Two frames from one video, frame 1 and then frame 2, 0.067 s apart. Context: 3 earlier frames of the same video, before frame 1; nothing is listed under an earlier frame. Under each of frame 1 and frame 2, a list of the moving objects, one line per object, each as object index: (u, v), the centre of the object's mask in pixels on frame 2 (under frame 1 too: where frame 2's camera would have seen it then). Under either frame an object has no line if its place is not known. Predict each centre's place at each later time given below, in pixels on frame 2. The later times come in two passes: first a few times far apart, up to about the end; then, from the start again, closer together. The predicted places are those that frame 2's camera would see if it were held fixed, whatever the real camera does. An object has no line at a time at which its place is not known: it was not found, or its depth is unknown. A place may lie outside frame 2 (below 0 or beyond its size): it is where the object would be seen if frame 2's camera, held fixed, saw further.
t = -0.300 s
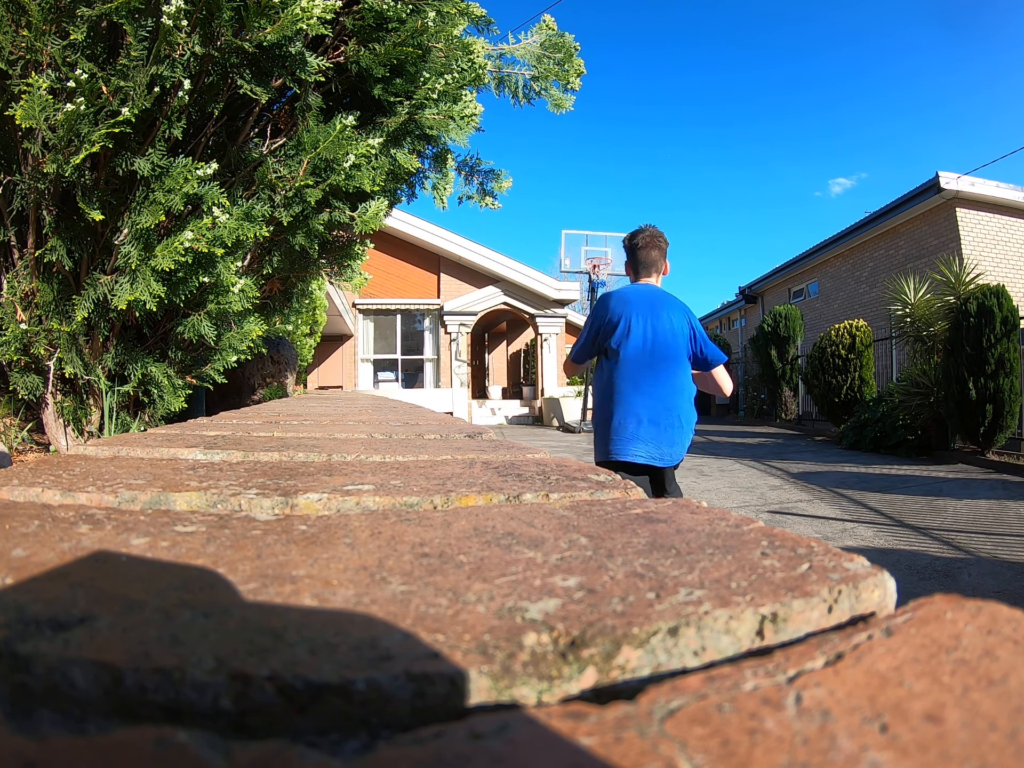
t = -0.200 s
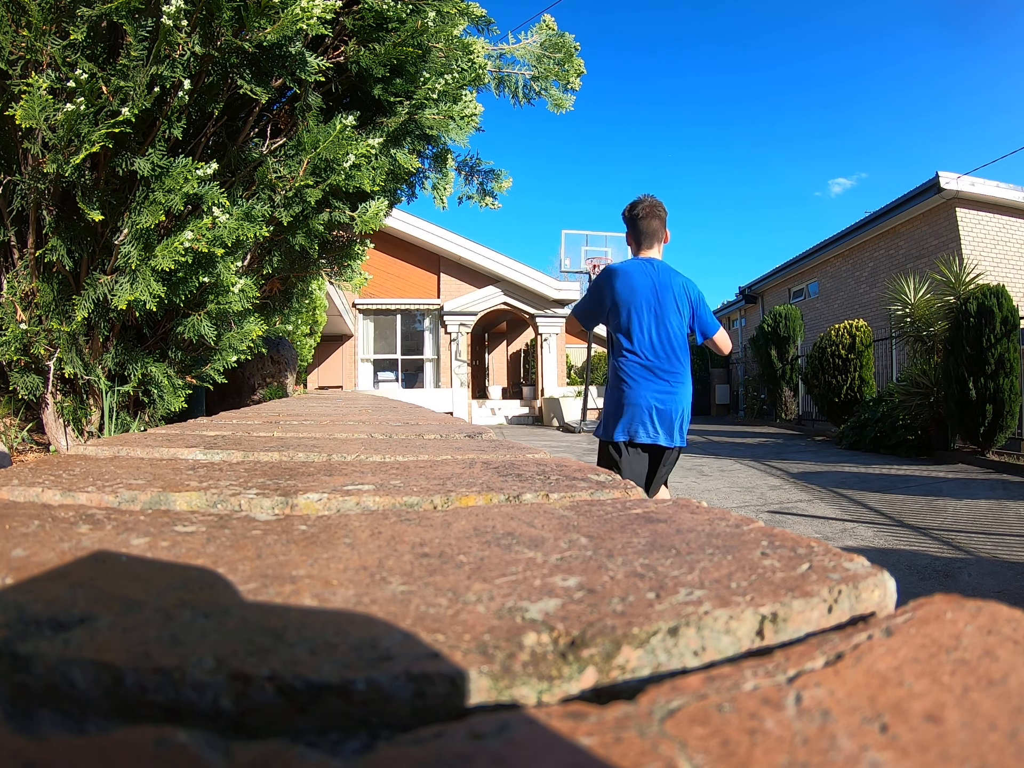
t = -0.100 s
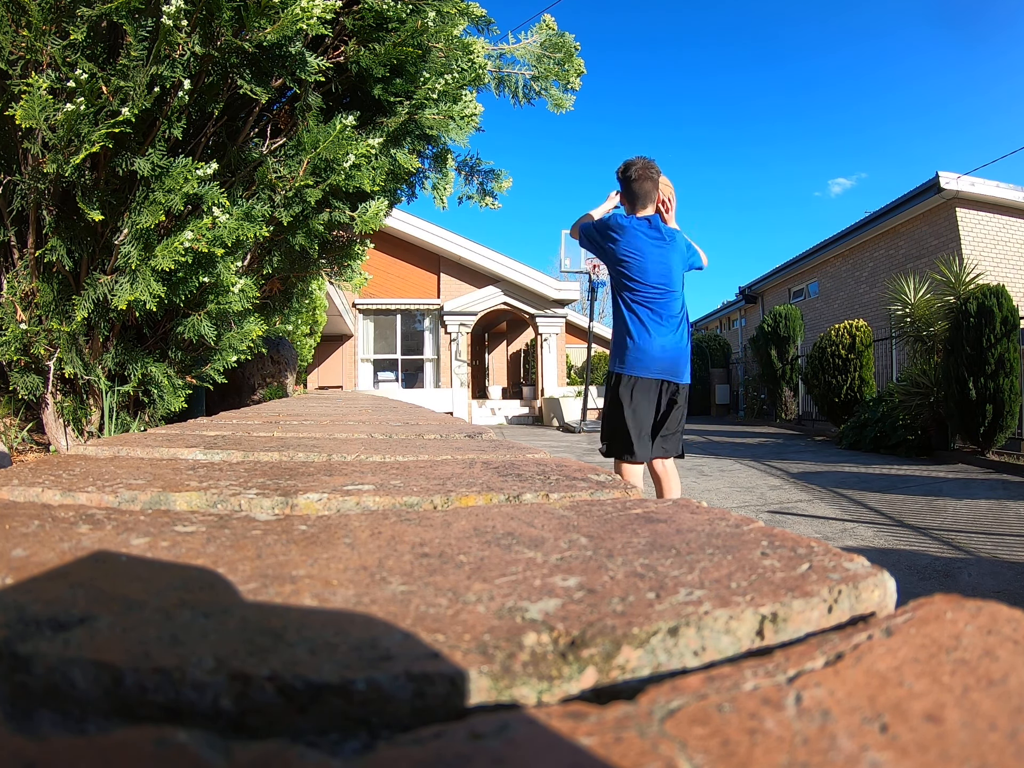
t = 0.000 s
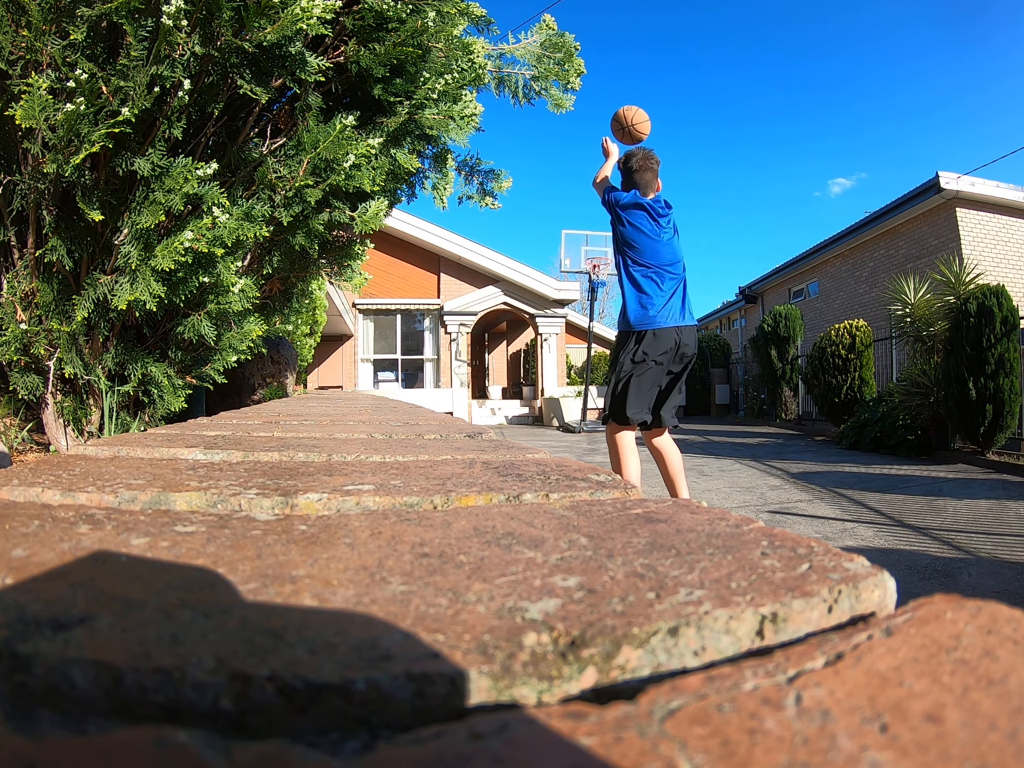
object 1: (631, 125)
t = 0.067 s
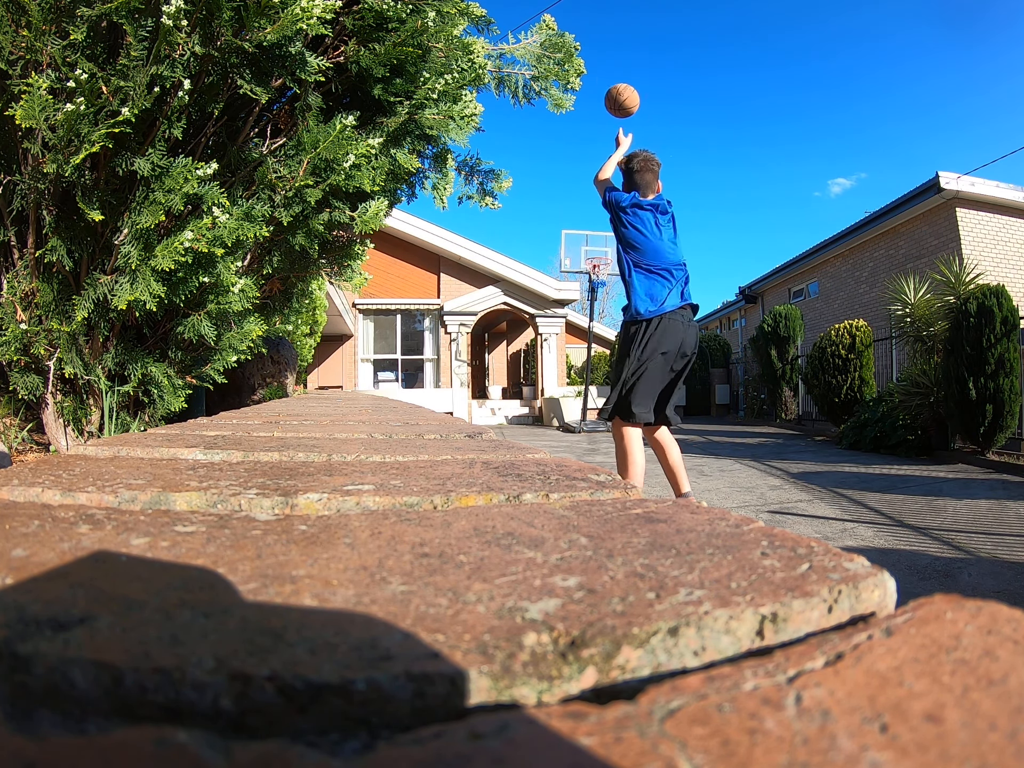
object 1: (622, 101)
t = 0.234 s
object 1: (609, 78)
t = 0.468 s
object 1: (602, 91)
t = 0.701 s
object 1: (600, 130)
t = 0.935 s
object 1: (600, 189)
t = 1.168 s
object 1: (602, 263)
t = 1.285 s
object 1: (600, 275)
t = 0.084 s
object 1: (620, 96)
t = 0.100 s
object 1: (619, 93)
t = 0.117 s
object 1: (617, 89)
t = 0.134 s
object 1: (616, 87)
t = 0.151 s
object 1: (614, 84)
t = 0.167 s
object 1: (613, 82)
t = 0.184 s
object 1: (612, 81)
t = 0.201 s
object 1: (611, 80)
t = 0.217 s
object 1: (610, 79)
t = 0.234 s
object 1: (609, 78)
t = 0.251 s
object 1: (608, 78)
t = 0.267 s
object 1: (608, 77)
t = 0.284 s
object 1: (607, 78)
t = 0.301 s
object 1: (606, 78)
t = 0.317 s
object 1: (606, 78)
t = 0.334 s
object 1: (605, 79)
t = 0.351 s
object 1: (604, 80)
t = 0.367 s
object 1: (604, 81)
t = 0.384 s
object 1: (604, 82)
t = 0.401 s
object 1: (603, 84)
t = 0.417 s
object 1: (603, 85)
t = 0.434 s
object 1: (603, 87)
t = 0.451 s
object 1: (602, 89)
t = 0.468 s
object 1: (602, 91)
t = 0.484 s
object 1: (602, 93)
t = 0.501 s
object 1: (601, 95)
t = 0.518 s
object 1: (601, 97)
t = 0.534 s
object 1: (601, 100)
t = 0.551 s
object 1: (601, 102)
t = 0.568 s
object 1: (600, 105)
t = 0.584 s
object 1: (600, 108)
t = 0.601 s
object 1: (600, 111)
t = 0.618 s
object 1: (600, 114)
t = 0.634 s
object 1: (600, 117)
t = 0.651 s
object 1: (600, 120)
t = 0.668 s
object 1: (600, 123)
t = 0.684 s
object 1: (600, 127)
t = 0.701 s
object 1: (600, 130)
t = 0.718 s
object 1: (600, 134)
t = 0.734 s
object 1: (600, 138)
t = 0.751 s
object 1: (600, 141)
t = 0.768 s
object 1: (600, 145)
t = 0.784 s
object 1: (600, 149)
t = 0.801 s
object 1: (600, 153)
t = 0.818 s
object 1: (600, 157)
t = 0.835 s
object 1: (600, 162)
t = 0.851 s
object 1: (600, 166)
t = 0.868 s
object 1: (600, 170)
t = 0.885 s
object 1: (600, 175)
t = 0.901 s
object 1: (600, 179)
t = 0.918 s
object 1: (600, 184)
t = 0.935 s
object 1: (600, 189)
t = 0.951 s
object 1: (600, 194)
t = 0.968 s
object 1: (600, 198)
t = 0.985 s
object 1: (600, 203)
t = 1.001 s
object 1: (600, 208)
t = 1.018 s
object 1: (600, 213)
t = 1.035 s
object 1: (601, 219)
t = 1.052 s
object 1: (601, 224)
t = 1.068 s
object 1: (601, 229)
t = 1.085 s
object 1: (601, 235)
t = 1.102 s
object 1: (601, 240)
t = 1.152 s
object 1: (601, 256)
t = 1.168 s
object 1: (602, 263)
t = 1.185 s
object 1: (601, 266)
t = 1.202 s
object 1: (601, 269)
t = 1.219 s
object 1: (601, 267)
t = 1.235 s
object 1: (602, 278)
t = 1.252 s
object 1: (601, 277)
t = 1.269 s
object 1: (601, 276)
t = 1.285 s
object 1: (600, 275)
